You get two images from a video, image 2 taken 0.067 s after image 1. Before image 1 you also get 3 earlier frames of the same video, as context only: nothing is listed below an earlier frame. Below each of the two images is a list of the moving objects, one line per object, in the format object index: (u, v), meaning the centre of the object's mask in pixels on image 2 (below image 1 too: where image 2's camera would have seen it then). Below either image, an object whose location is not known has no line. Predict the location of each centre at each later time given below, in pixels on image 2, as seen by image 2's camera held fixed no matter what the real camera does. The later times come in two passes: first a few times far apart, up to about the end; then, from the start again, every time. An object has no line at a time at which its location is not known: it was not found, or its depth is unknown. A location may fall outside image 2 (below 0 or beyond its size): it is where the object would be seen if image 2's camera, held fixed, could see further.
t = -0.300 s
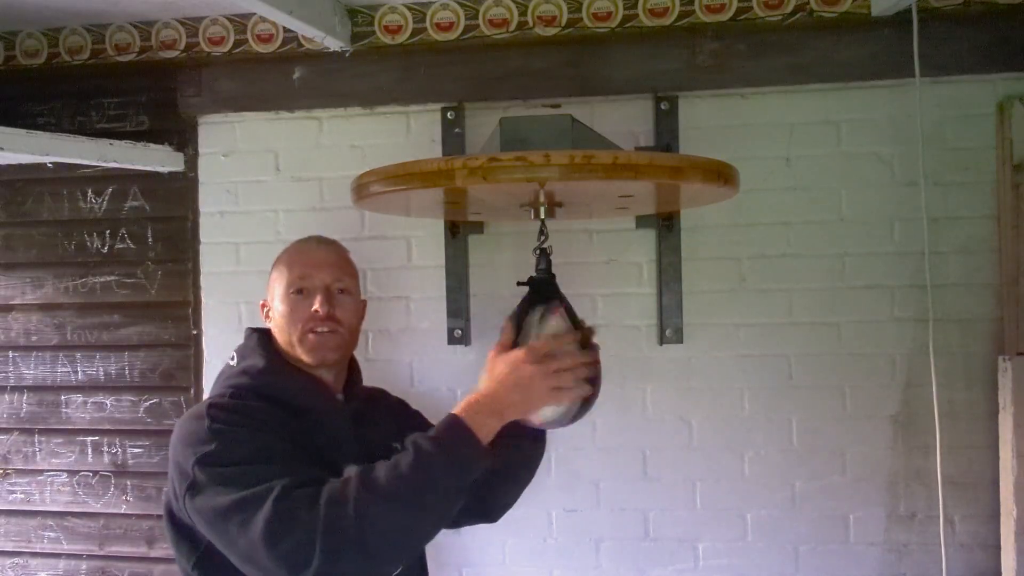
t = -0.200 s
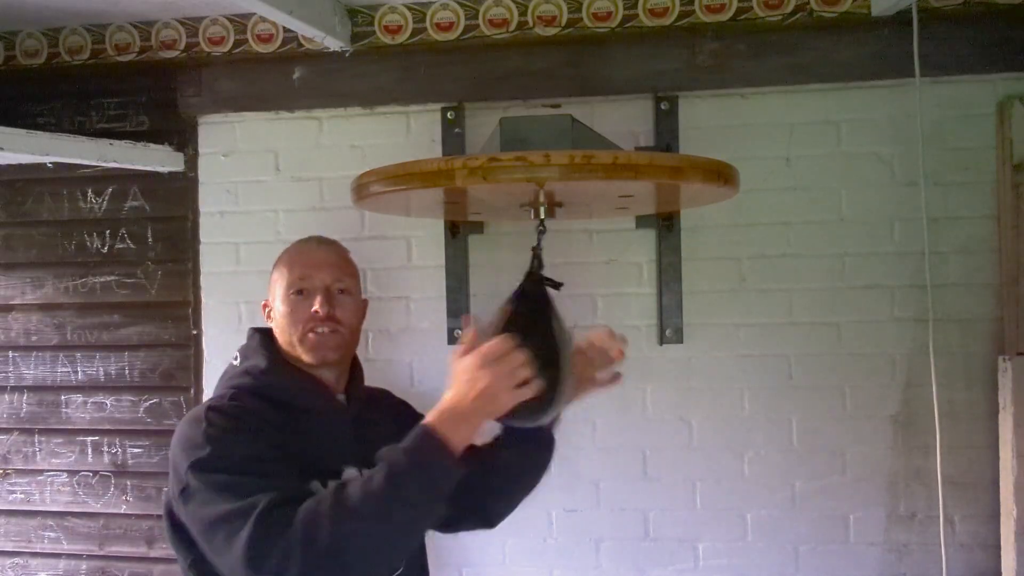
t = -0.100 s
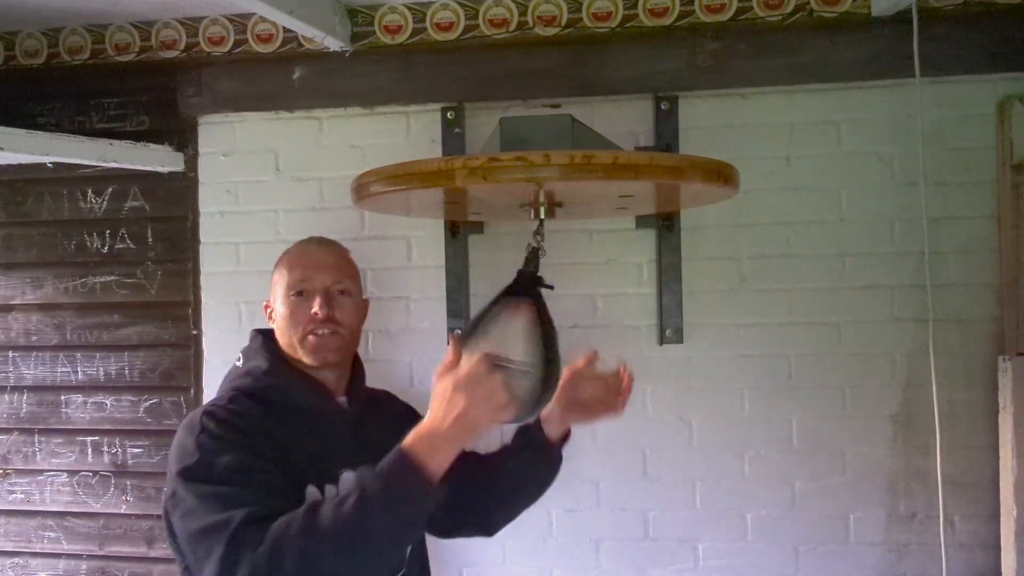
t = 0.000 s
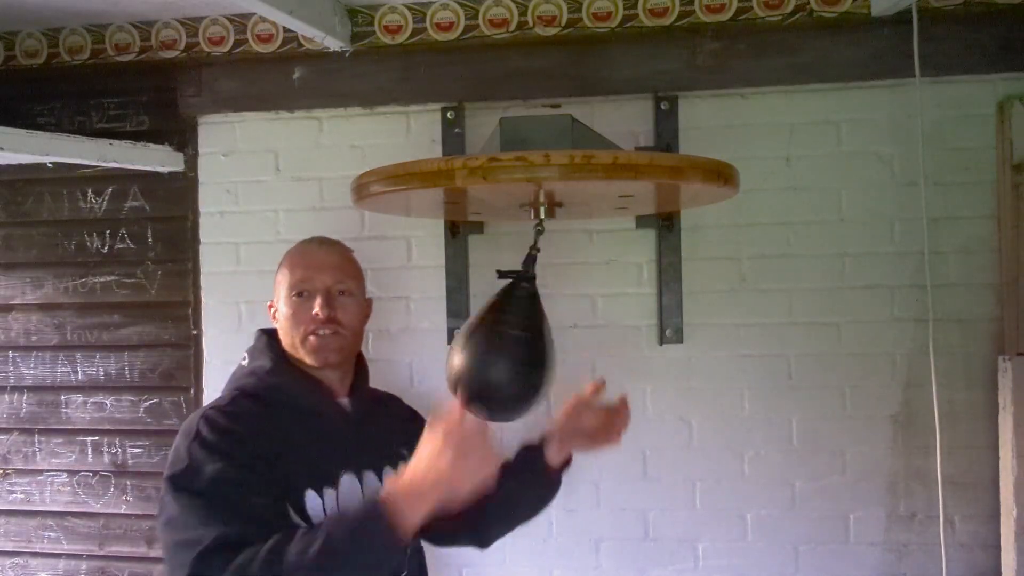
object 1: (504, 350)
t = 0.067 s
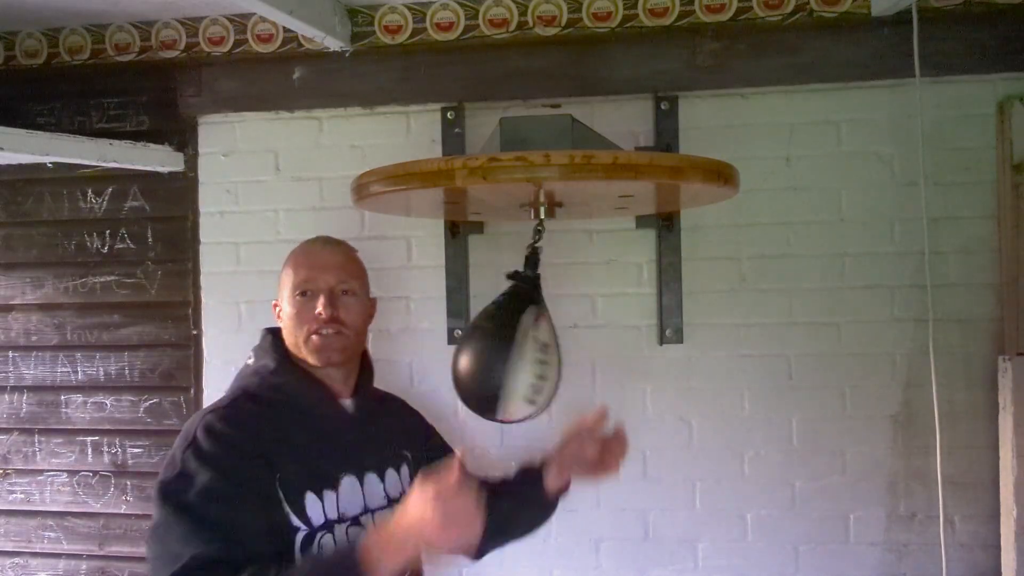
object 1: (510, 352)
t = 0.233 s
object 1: (544, 357)
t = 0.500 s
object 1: (584, 352)
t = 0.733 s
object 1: (549, 356)
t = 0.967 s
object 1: (511, 352)
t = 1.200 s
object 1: (531, 355)
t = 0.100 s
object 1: (515, 353)
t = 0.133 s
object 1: (522, 354)
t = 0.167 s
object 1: (529, 356)
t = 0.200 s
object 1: (536, 357)
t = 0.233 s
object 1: (544, 357)
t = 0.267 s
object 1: (553, 356)
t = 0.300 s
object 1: (562, 355)
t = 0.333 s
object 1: (569, 355)
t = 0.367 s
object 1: (574, 354)
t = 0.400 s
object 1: (579, 353)
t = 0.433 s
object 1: (583, 352)
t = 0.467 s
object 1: (584, 352)
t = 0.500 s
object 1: (584, 352)
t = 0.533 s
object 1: (583, 352)
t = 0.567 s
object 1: (580, 353)
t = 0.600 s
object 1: (575, 353)
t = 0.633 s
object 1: (570, 355)
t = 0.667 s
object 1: (564, 356)
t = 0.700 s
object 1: (556, 356)
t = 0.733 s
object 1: (549, 356)
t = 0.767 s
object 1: (541, 356)
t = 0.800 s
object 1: (534, 356)
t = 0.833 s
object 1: (527, 355)
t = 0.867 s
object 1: (521, 354)
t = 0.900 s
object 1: (517, 353)
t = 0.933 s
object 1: (513, 352)
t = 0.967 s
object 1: (511, 352)
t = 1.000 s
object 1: (510, 351)
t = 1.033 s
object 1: (511, 351)
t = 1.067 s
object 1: (513, 351)
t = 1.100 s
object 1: (516, 352)
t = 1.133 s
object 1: (520, 353)
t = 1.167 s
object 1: (525, 354)
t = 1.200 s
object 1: (531, 355)
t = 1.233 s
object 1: (537, 356)
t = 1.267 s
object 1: (545, 356)
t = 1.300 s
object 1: (552, 356)
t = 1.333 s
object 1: (558, 356)
